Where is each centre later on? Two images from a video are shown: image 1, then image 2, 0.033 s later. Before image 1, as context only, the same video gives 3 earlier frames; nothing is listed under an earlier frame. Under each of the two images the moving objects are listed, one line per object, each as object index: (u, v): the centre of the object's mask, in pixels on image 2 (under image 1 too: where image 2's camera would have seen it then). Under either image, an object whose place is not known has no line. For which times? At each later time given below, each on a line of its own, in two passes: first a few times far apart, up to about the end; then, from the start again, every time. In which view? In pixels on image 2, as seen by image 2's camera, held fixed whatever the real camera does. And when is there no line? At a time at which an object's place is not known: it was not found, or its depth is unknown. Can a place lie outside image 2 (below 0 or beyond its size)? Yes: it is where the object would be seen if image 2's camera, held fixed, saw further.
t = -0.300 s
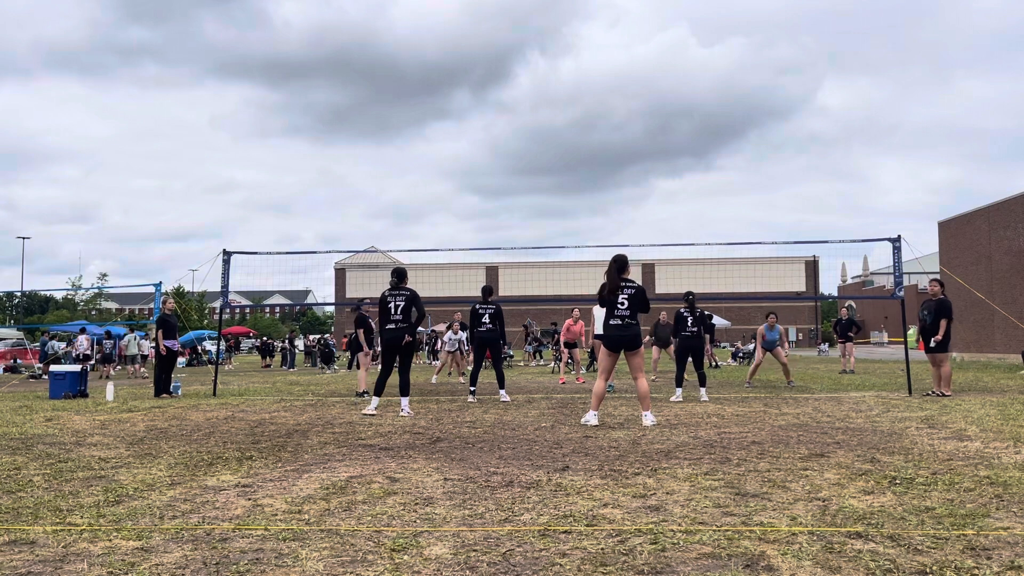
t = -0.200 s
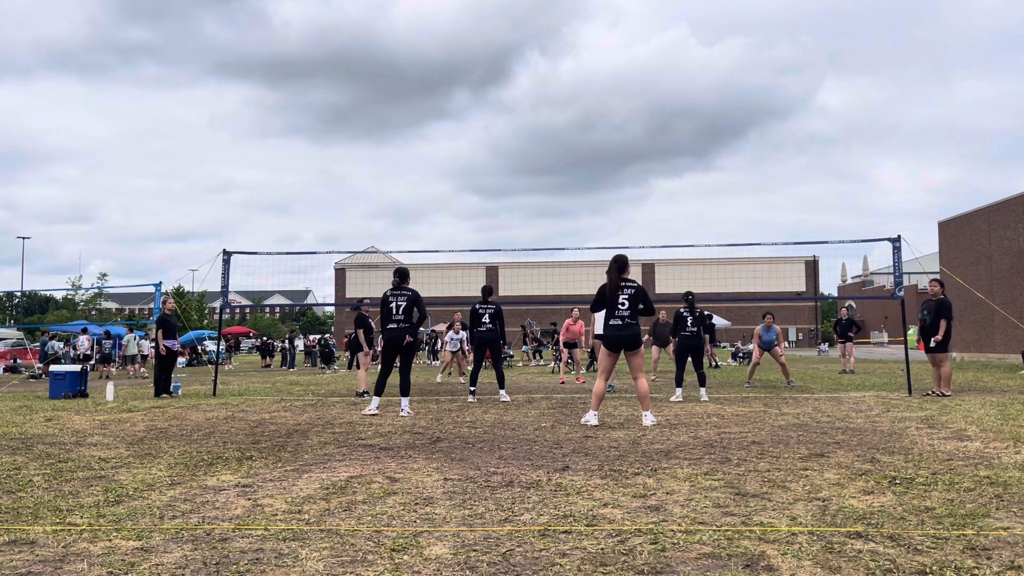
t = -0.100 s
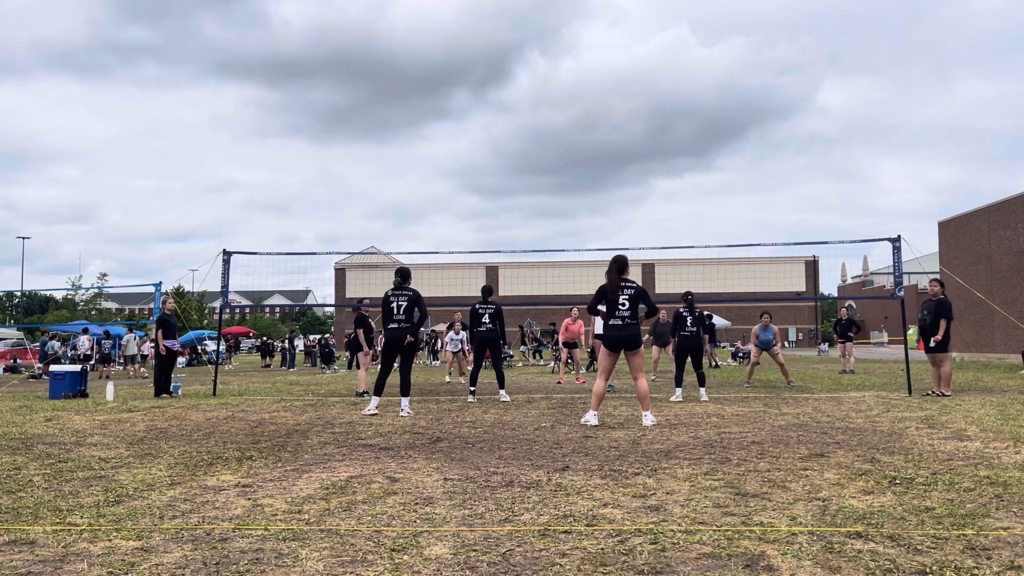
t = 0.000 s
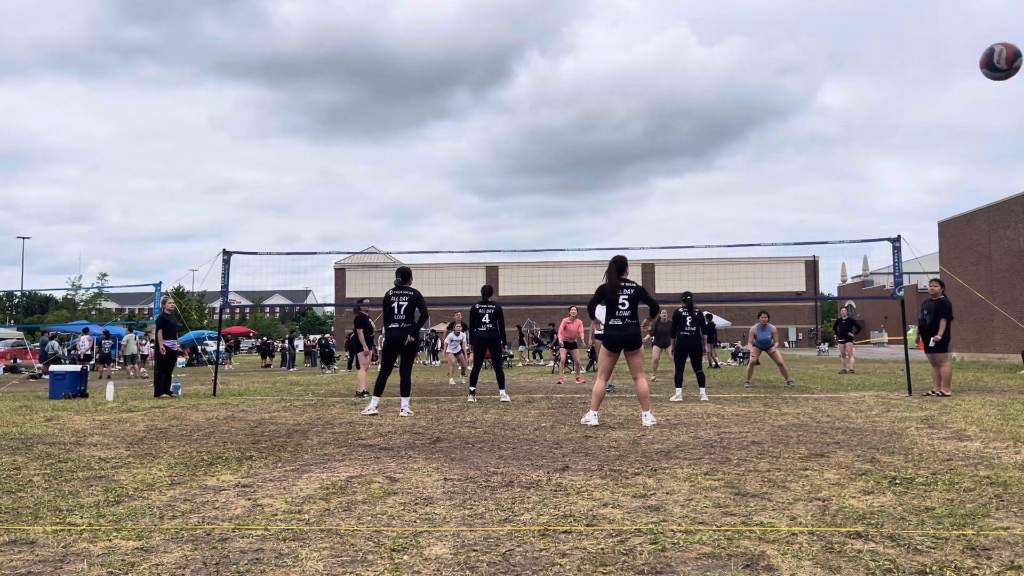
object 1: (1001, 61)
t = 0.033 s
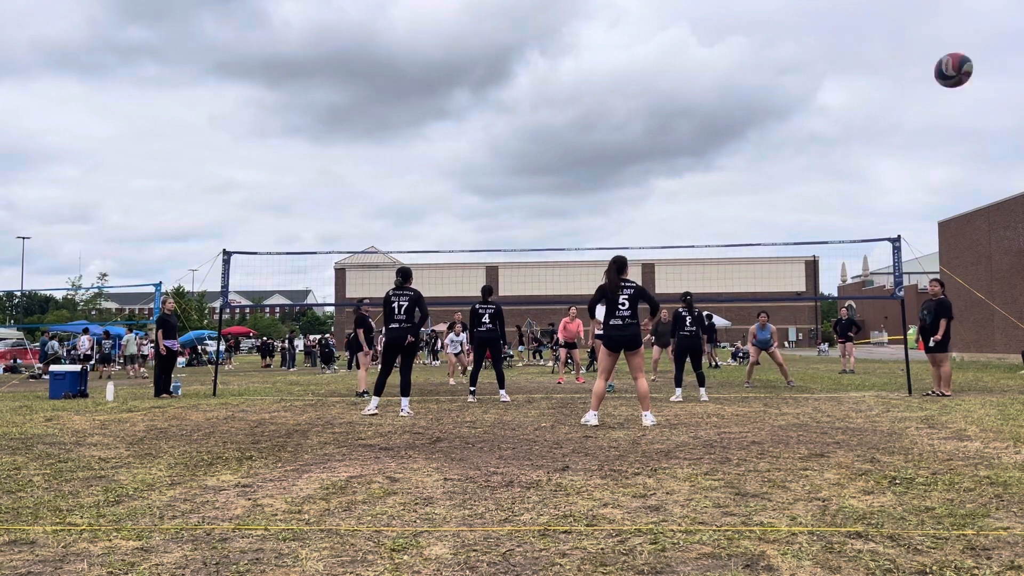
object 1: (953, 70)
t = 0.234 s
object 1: (795, 130)
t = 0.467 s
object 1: (711, 203)
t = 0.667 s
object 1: (681, 249)
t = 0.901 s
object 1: (670, 246)
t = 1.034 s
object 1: (665, 260)
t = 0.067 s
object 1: (914, 80)
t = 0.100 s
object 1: (882, 90)
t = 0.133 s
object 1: (855, 100)
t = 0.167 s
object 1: (832, 110)
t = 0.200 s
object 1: (812, 120)
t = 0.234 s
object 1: (795, 130)
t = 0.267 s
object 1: (778, 140)
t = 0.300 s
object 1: (764, 150)
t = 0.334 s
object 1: (751, 160)
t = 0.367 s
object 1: (739, 171)
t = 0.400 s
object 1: (729, 181)
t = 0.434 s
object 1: (719, 192)
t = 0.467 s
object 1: (711, 203)
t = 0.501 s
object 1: (703, 213)
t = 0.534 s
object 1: (697, 224)
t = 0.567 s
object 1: (691, 234)
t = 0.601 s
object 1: (686, 244)
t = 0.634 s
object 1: (683, 249)
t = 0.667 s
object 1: (681, 249)
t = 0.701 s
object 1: (679, 246)
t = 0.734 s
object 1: (677, 245)
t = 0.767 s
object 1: (676, 244)
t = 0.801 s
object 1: (674, 243)
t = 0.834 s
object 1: (673, 243)
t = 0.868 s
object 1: (671, 244)
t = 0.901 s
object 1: (670, 246)
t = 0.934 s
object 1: (669, 249)
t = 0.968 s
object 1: (667, 252)
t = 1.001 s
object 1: (666, 256)
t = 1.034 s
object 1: (665, 260)
